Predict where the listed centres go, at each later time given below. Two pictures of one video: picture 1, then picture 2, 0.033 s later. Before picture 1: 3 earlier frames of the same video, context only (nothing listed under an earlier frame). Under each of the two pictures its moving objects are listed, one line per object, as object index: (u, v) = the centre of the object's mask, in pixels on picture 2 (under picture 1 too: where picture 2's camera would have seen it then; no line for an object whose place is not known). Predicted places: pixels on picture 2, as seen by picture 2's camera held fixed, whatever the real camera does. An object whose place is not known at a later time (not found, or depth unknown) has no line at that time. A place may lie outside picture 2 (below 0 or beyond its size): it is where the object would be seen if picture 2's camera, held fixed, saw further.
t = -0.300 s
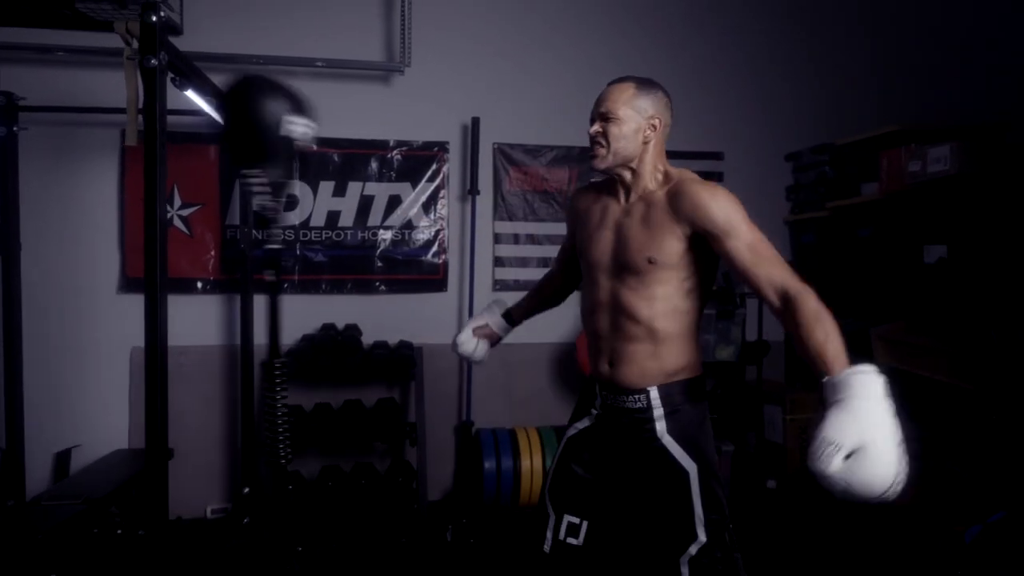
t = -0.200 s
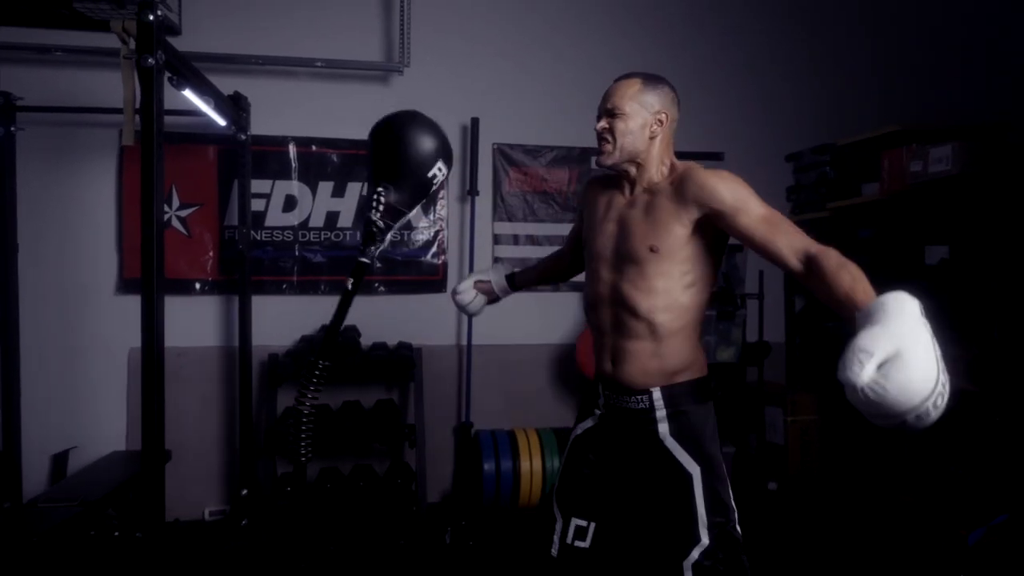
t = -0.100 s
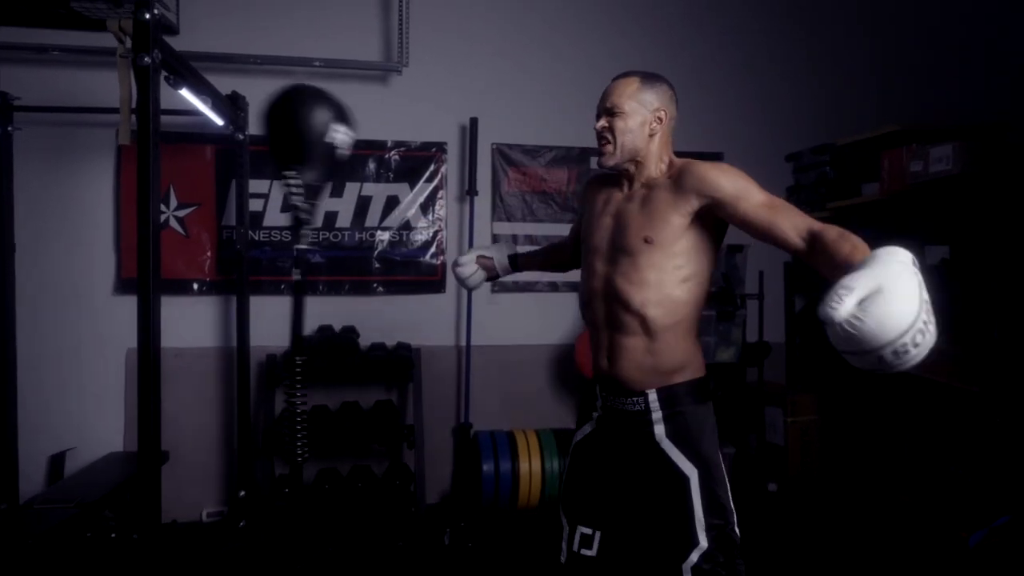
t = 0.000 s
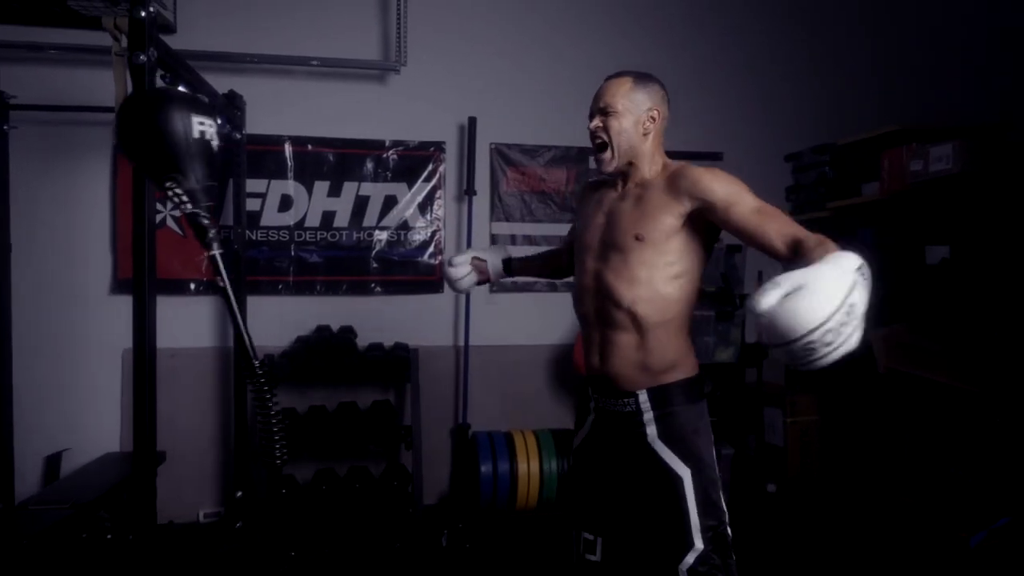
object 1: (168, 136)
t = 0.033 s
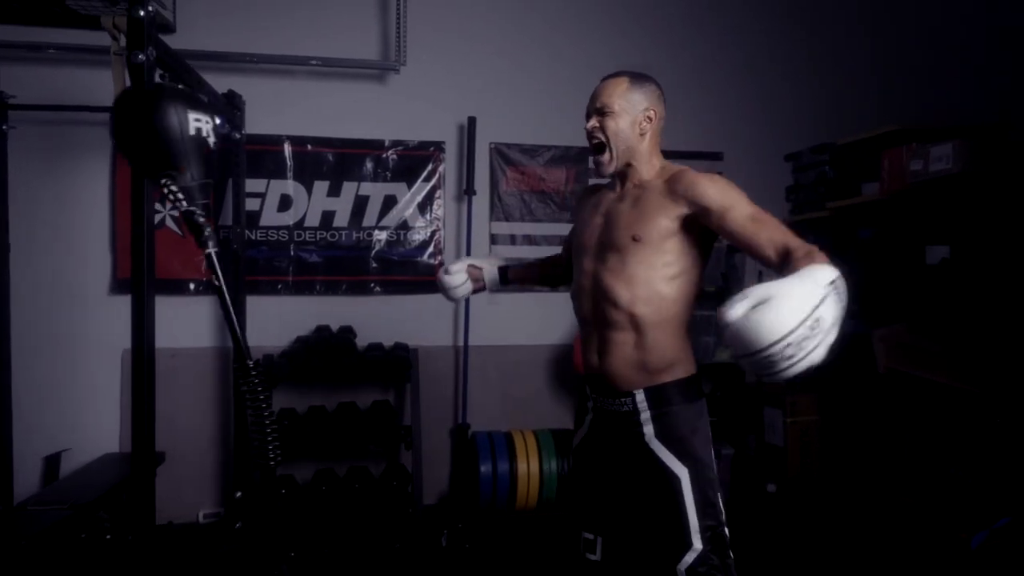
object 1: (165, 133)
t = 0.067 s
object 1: (188, 127)
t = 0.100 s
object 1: (221, 119)
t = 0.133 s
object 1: (261, 117)
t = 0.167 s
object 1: (301, 121)
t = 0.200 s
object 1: (329, 125)
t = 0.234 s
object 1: (344, 129)
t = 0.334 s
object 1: (288, 125)
